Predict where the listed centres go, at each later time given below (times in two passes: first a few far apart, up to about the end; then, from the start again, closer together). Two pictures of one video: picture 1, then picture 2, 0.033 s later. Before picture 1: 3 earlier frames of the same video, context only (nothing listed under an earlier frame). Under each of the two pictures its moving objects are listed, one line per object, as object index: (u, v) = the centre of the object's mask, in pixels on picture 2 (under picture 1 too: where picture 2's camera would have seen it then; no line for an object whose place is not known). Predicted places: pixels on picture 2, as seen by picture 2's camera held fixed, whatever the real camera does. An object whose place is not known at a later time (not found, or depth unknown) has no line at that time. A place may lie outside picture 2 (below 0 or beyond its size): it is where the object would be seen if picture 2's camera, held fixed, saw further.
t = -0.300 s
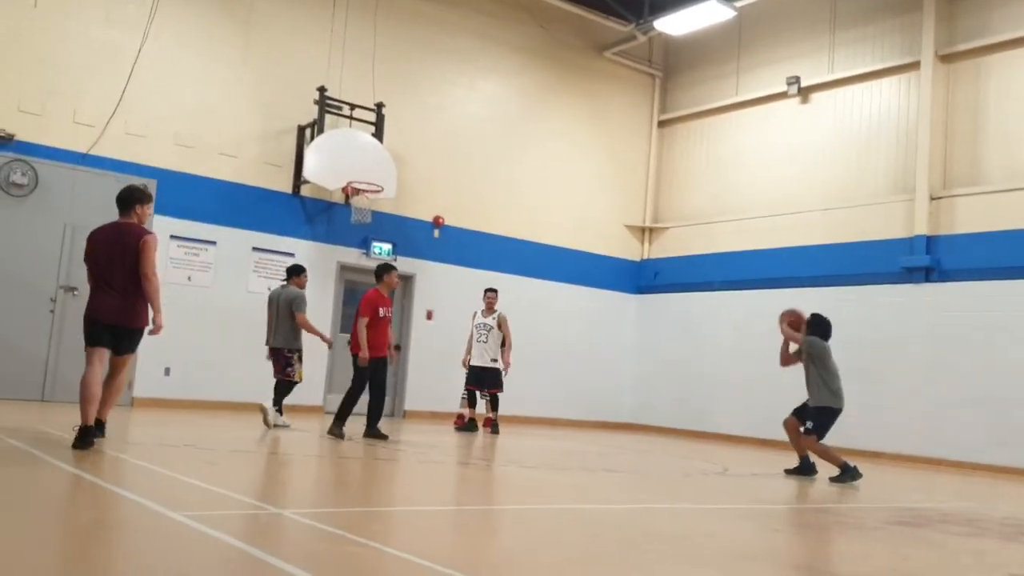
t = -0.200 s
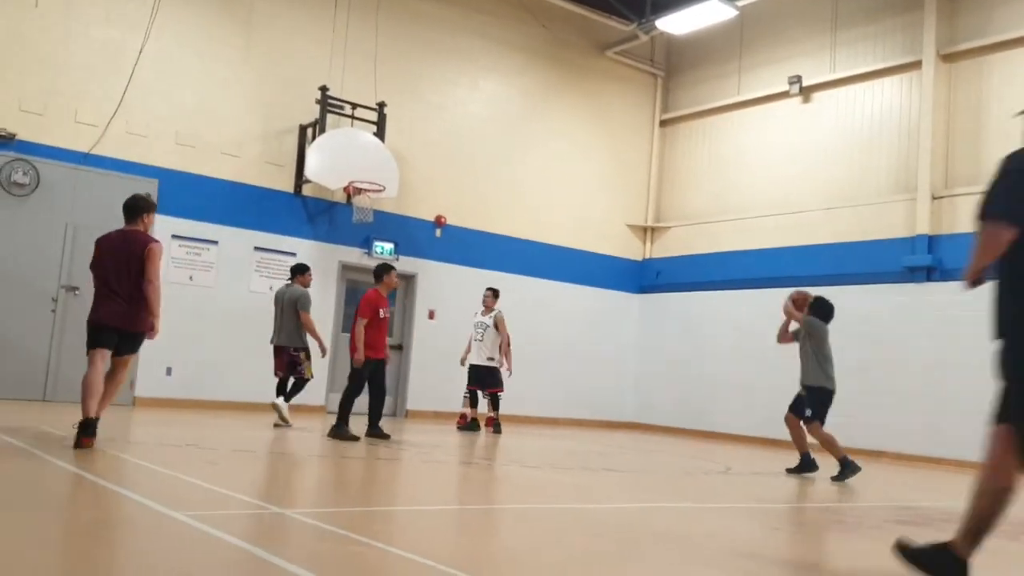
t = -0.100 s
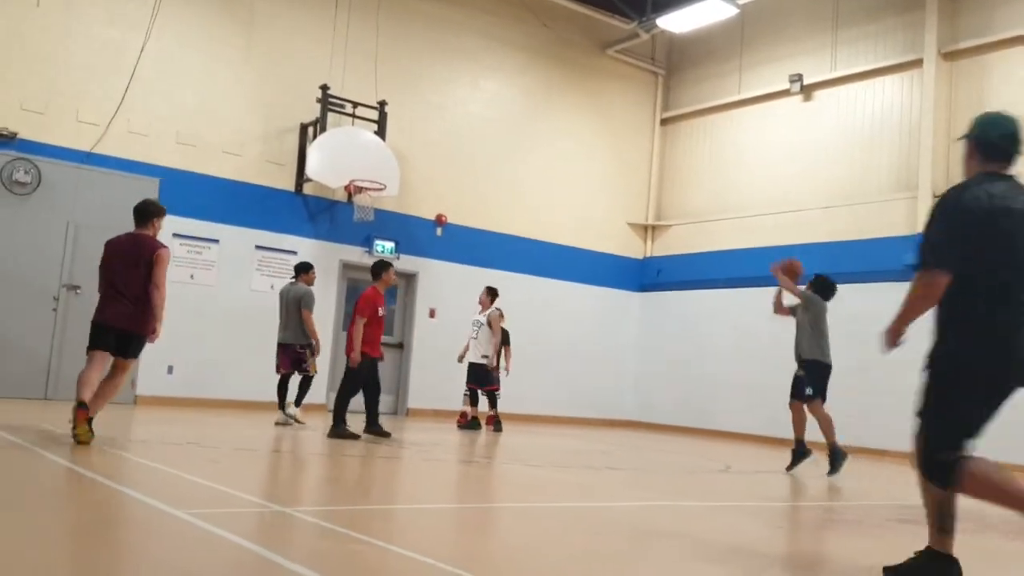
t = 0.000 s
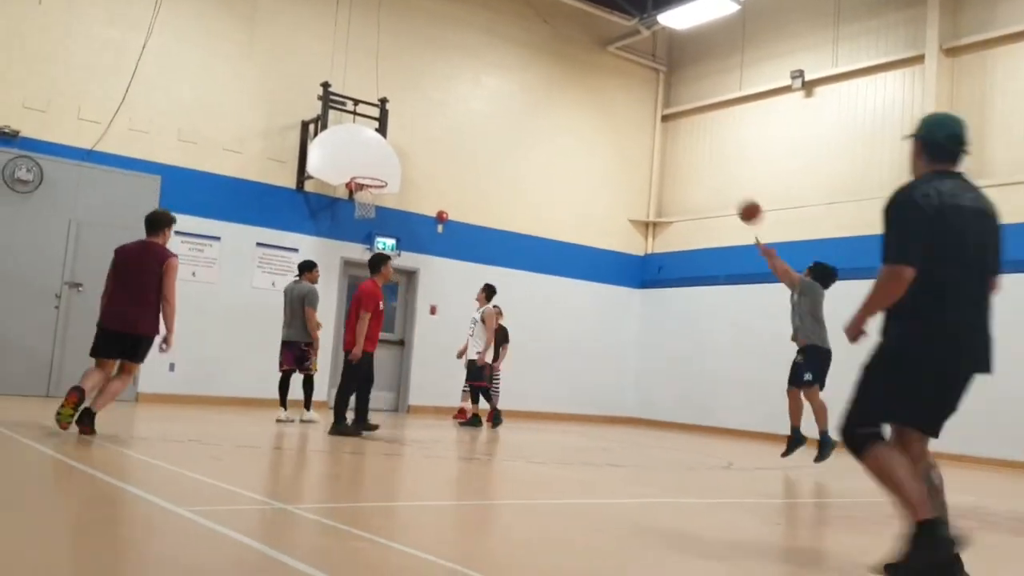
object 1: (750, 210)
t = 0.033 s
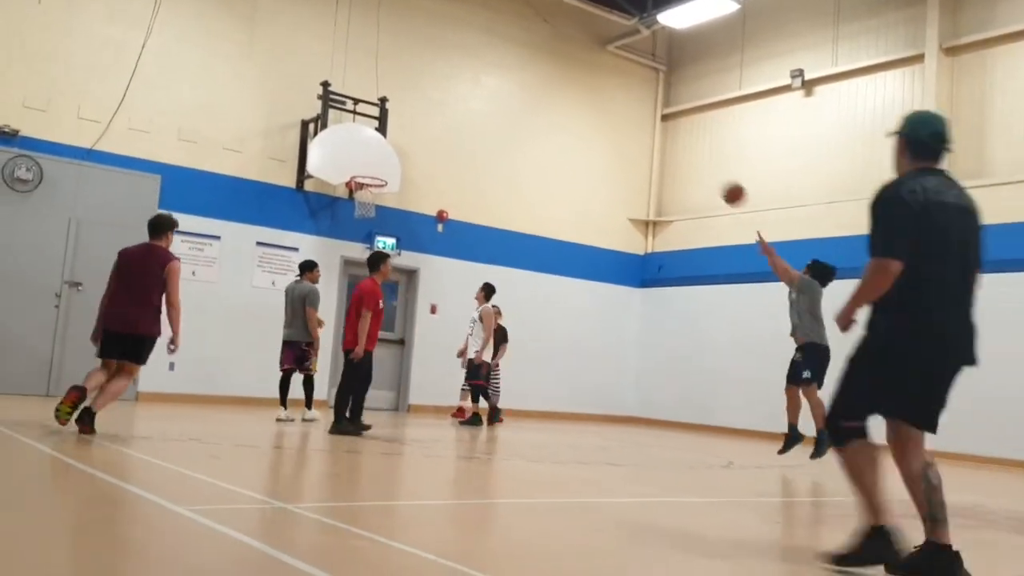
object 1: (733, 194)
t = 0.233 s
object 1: (644, 120)
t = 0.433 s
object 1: (568, 88)
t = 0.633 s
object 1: (496, 90)
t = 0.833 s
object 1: (432, 121)
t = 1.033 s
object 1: (372, 177)
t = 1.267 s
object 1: (383, 146)
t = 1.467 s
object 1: (410, 137)
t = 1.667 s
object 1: (434, 158)
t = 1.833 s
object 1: (454, 198)
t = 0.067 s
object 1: (718, 178)
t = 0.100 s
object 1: (702, 164)
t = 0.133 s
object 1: (687, 151)
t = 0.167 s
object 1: (673, 140)
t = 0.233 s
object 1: (644, 120)
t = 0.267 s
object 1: (630, 112)
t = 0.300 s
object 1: (618, 105)
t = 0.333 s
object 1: (605, 99)
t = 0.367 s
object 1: (592, 94)
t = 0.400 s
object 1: (580, 91)
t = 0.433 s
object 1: (568, 88)
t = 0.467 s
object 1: (555, 86)
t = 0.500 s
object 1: (543, 85)
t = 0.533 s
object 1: (531, 85)
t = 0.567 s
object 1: (519, 86)
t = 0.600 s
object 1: (508, 88)
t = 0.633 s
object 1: (496, 90)
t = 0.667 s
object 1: (485, 93)
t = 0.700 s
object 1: (474, 97)
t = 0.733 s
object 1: (464, 102)
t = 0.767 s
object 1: (453, 107)
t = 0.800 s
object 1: (442, 114)
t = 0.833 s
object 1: (432, 121)
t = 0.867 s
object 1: (422, 129)
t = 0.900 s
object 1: (412, 137)
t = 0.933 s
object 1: (402, 146)
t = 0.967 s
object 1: (392, 156)
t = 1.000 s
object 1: (382, 166)
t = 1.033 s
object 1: (372, 177)
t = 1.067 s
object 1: (366, 177)
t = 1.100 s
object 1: (361, 175)
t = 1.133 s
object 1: (364, 168)
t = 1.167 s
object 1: (369, 161)
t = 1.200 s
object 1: (374, 155)
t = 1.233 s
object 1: (378, 150)
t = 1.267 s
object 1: (383, 146)
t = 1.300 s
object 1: (388, 143)
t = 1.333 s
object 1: (392, 140)
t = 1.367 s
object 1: (397, 138)
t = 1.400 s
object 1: (402, 137)
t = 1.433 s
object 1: (405, 137)
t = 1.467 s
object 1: (410, 137)
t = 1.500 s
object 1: (414, 139)
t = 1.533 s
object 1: (418, 141)
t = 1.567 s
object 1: (422, 144)
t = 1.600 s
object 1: (426, 148)
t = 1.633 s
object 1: (430, 152)
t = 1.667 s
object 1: (434, 158)
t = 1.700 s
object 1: (439, 164)
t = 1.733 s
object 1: (443, 171)
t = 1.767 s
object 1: (446, 180)
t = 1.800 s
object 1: (450, 189)
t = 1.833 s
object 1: (454, 198)
